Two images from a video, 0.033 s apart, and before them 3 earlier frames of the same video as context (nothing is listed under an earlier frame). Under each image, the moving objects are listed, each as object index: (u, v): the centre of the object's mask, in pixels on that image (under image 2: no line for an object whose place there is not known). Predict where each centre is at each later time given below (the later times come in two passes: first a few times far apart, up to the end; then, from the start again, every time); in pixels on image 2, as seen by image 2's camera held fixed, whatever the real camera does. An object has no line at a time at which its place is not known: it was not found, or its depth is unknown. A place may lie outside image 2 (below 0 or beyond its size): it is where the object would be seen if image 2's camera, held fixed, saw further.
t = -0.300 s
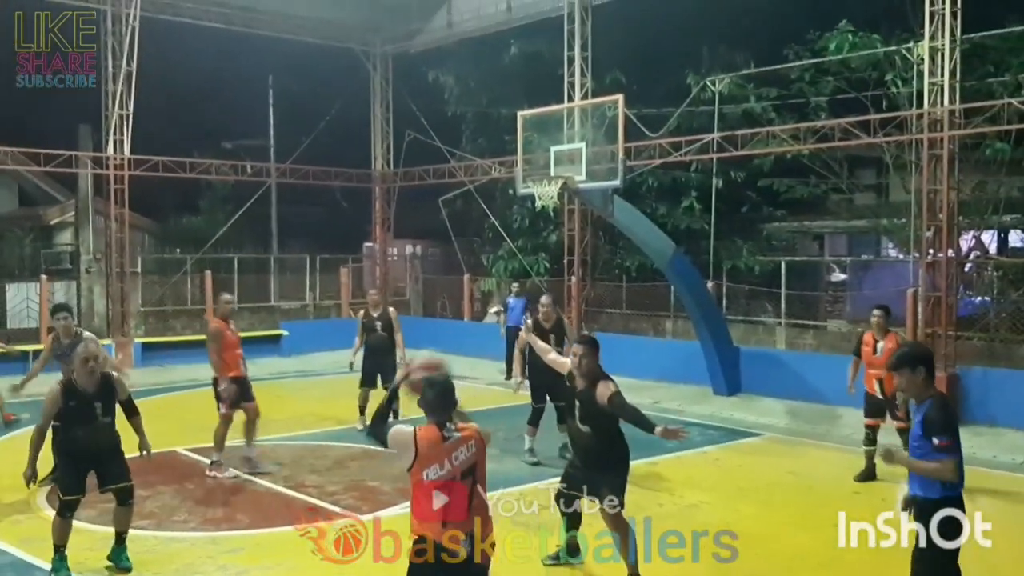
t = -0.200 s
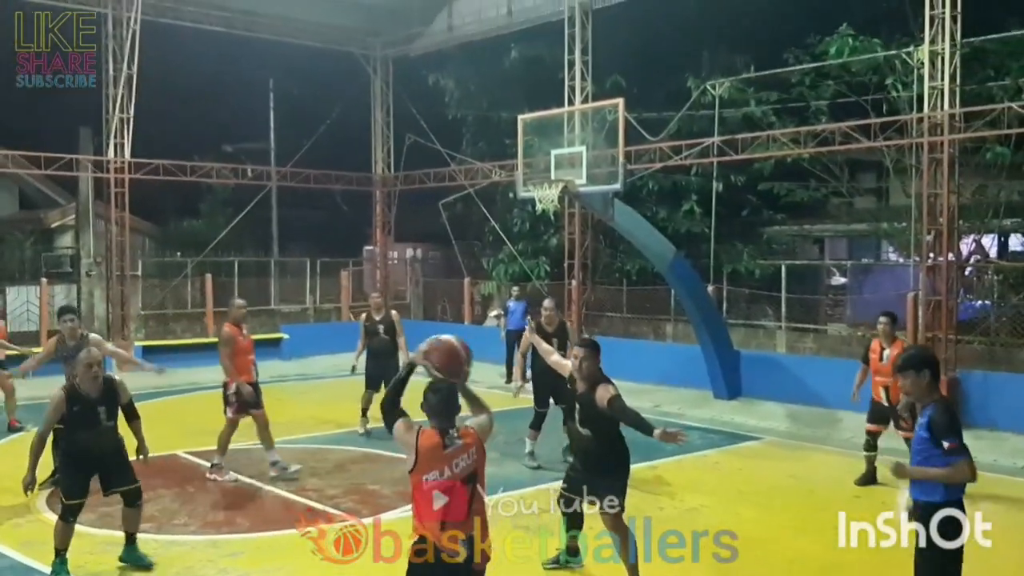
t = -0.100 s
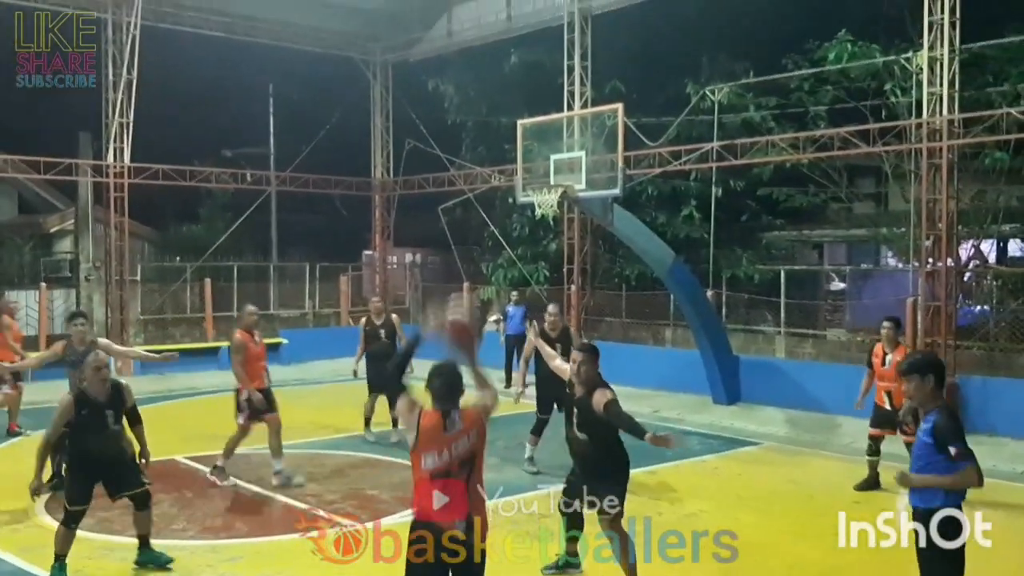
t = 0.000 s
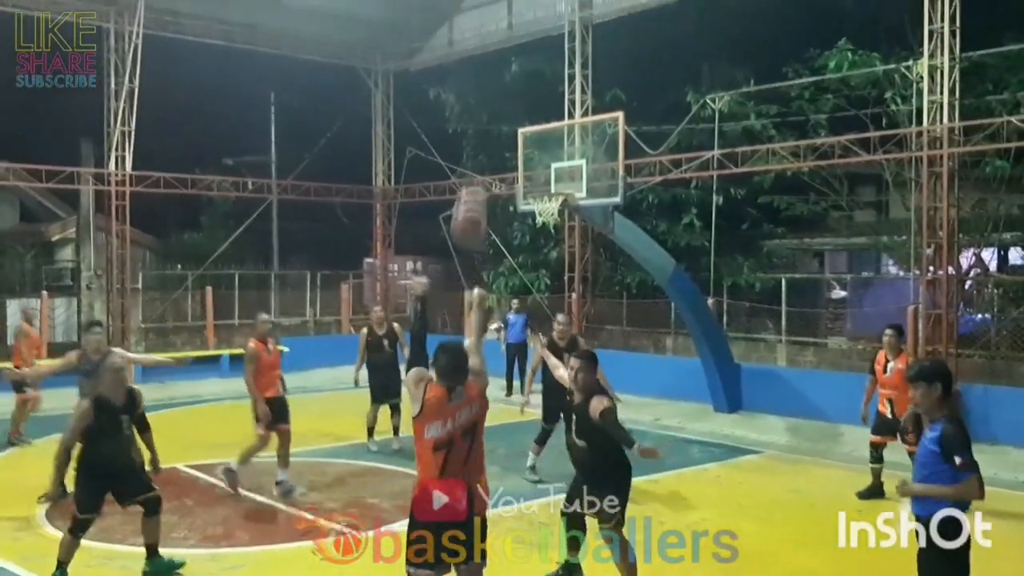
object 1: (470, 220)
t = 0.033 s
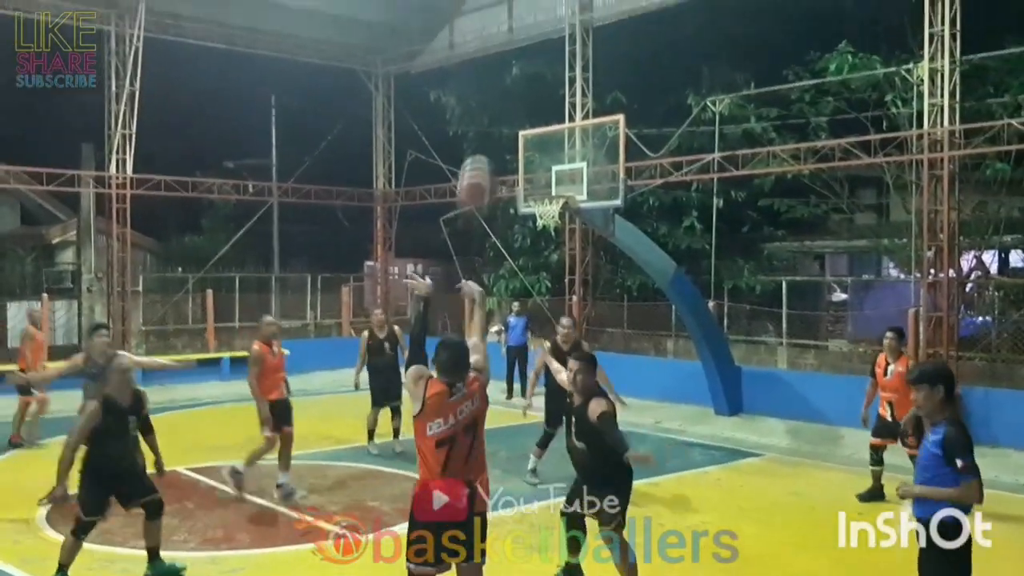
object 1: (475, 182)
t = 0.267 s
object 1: (499, 38)
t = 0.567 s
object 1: (520, 5)
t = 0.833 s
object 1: (531, 58)
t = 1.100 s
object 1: (537, 154)
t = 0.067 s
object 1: (479, 153)
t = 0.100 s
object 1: (482, 129)
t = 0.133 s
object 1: (486, 106)
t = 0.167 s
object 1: (491, 85)
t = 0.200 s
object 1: (494, 67)
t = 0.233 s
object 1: (497, 52)
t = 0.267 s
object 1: (499, 38)
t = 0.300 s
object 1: (503, 27)
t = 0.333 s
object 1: (506, 19)
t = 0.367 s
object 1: (508, 13)
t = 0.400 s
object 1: (510, 7)
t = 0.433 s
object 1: (513, 4)
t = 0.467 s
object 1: (515, 3)
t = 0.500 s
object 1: (517, 2)
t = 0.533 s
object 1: (518, 3)
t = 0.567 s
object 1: (520, 5)
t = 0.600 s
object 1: (522, 8)
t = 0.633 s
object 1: (523, 13)
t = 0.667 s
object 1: (524, 20)
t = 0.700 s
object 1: (525, 25)
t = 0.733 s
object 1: (526, 32)
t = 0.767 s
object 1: (529, 40)
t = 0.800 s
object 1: (530, 51)
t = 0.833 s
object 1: (531, 58)
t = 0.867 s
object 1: (531, 68)
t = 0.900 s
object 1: (533, 79)
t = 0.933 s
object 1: (534, 91)
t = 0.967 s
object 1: (535, 104)
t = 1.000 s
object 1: (535, 115)
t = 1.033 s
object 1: (536, 126)
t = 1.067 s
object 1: (536, 142)
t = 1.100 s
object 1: (537, 154)
